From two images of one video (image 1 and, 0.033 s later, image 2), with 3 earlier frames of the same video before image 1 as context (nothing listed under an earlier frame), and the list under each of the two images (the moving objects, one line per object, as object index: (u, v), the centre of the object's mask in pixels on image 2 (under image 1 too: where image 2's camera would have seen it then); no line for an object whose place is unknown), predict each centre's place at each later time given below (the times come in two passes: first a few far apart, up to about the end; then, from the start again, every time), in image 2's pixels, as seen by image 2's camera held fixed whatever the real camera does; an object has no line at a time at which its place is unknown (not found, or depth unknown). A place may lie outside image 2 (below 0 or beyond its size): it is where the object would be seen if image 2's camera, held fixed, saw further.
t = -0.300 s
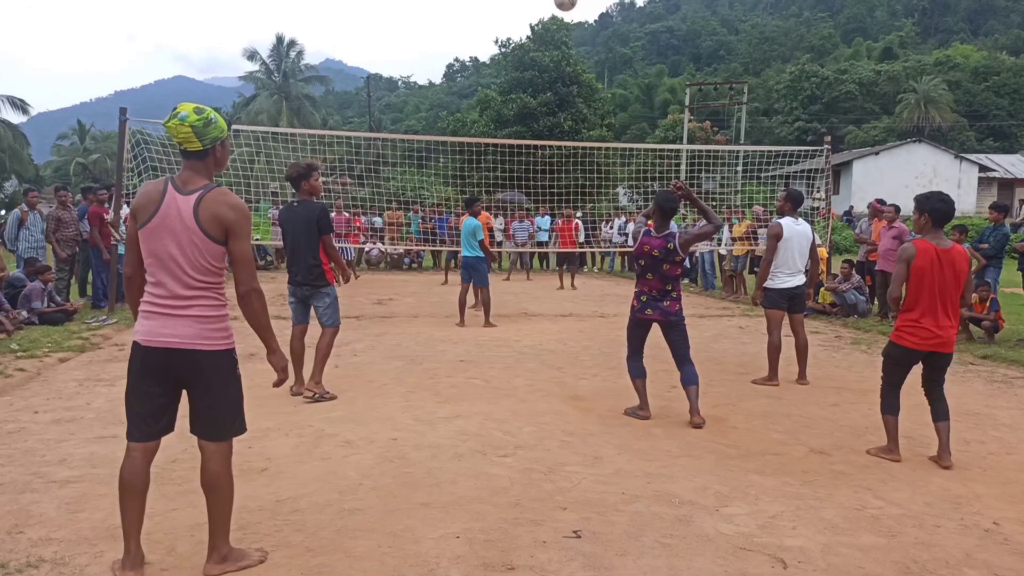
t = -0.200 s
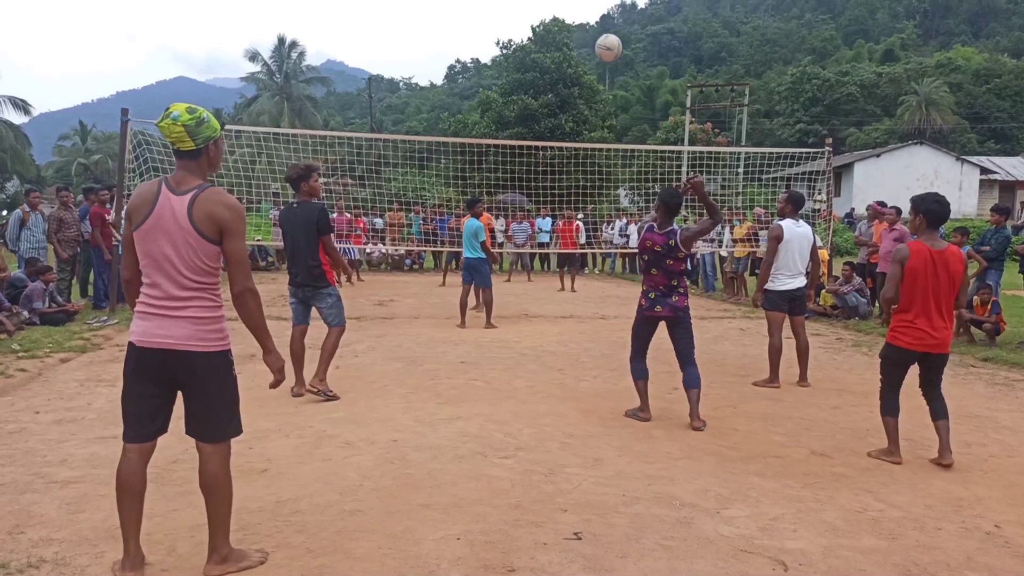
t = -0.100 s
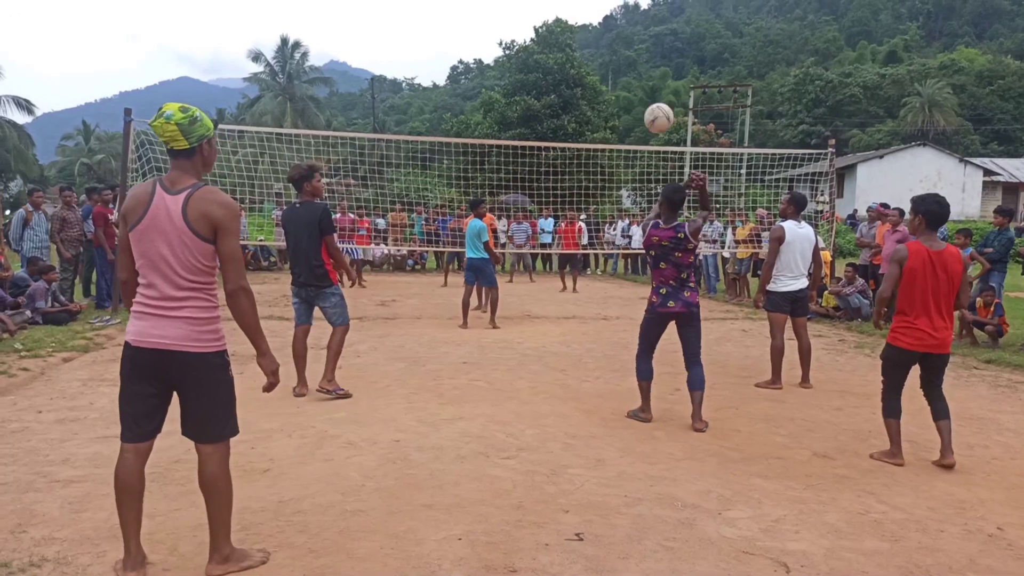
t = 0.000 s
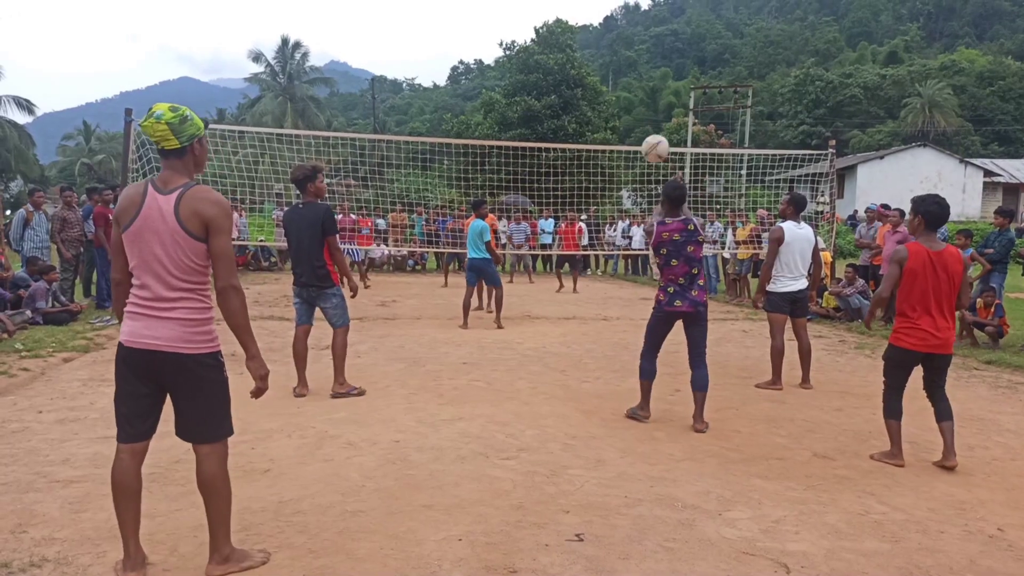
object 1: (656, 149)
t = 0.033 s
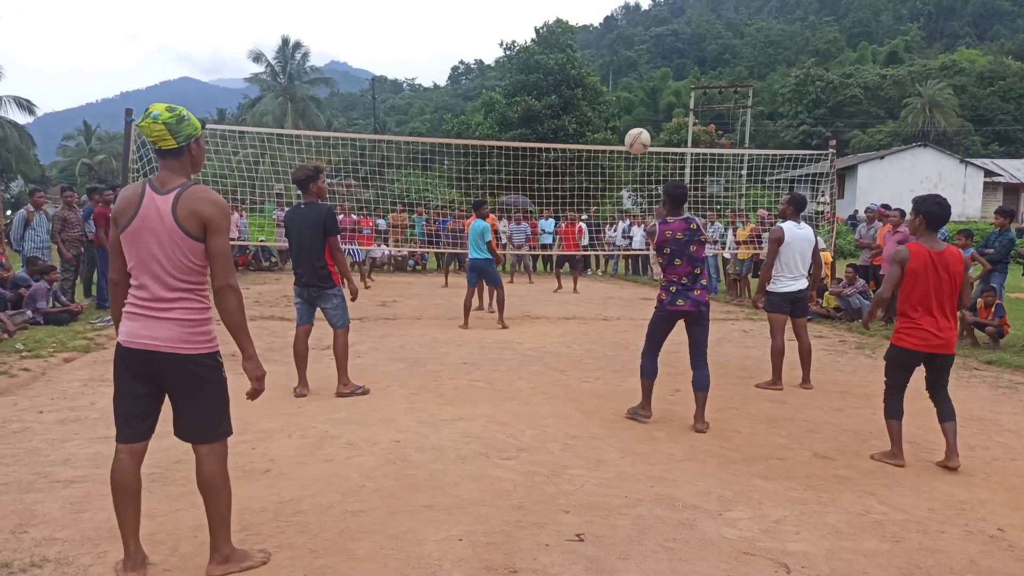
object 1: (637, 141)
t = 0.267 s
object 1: (552, 130)
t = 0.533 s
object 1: (519, 143)
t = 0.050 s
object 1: (629, 138)
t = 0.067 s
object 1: (622, 135)
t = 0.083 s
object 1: (614, 133)
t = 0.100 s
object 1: (607, 132)
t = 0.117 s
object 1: (600, 130)
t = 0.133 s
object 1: (594, 129)
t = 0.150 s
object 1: (588, 129)
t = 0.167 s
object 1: (582, 128)
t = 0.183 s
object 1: (576, 128)
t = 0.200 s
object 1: (571, 128)
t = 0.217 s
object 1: (566, 128)
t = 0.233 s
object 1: (561, 129)
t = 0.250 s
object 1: (557, 129)
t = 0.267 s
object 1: (552, 130)
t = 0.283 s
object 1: (547, 131)
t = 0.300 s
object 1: (543, 133)
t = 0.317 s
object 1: (539, 134)
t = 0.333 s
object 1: (535, 136)
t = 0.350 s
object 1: (531, 137)
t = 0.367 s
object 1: (528, 140)
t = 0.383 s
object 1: (525, 142)
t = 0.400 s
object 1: (522, 144)
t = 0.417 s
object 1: (520, 145)
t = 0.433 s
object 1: (519, 146)
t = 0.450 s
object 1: (519, 147)
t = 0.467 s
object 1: (518, 147)
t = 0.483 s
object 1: (518, 147)
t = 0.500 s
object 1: (518, 146)
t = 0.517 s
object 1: (519, 145)
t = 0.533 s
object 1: (519, 143)
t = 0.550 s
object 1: (520, 140)
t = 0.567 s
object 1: (521, 138)
